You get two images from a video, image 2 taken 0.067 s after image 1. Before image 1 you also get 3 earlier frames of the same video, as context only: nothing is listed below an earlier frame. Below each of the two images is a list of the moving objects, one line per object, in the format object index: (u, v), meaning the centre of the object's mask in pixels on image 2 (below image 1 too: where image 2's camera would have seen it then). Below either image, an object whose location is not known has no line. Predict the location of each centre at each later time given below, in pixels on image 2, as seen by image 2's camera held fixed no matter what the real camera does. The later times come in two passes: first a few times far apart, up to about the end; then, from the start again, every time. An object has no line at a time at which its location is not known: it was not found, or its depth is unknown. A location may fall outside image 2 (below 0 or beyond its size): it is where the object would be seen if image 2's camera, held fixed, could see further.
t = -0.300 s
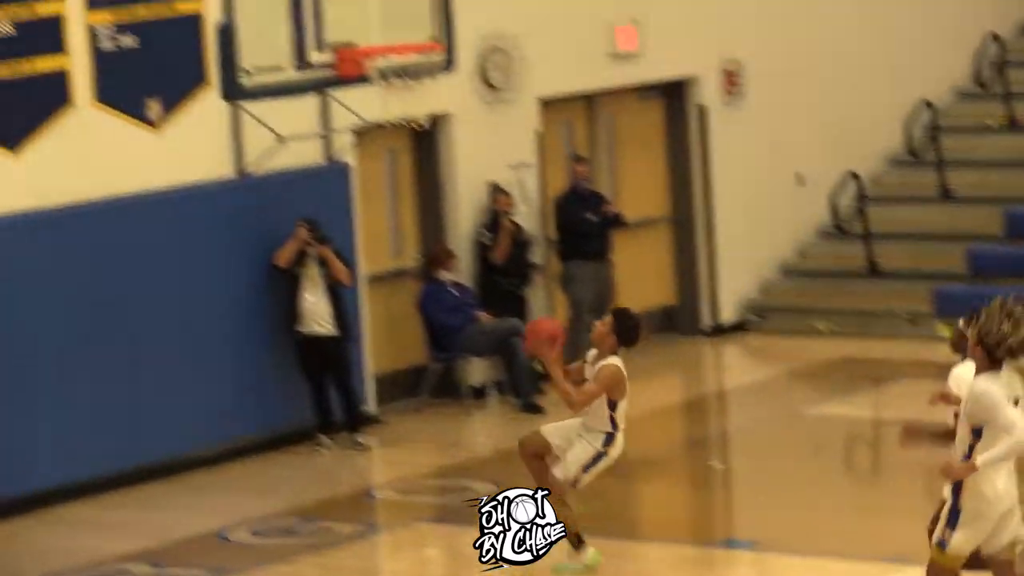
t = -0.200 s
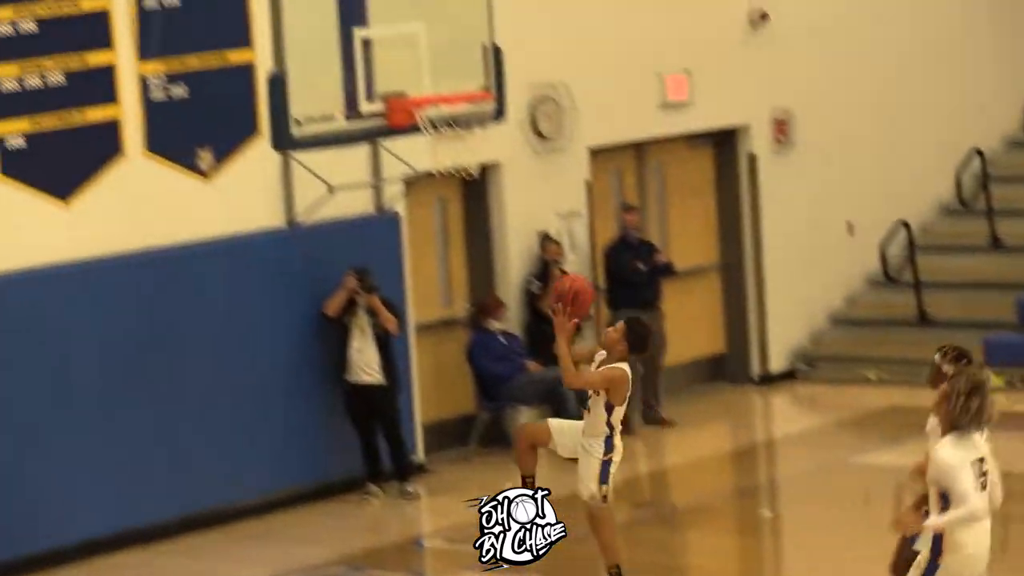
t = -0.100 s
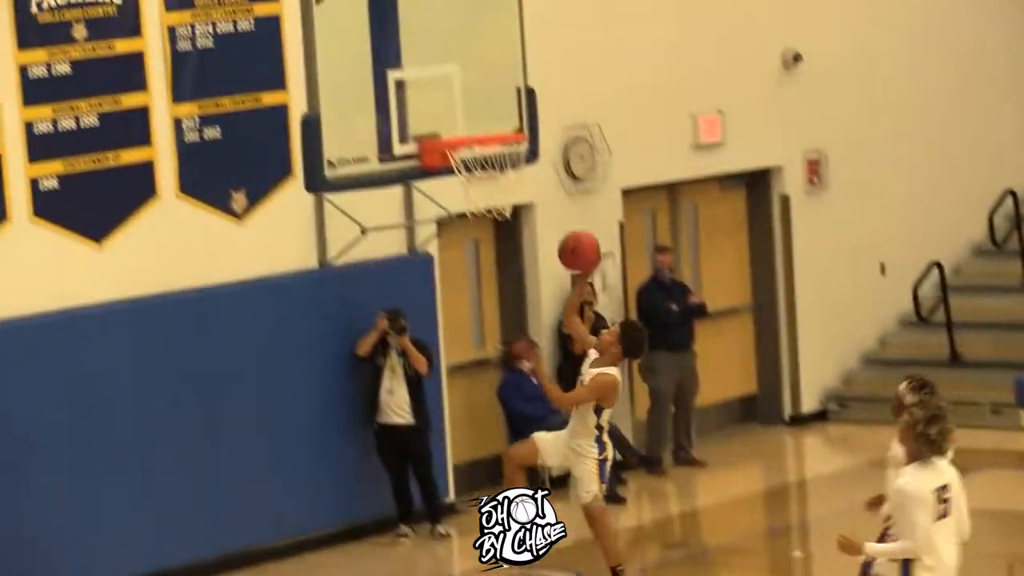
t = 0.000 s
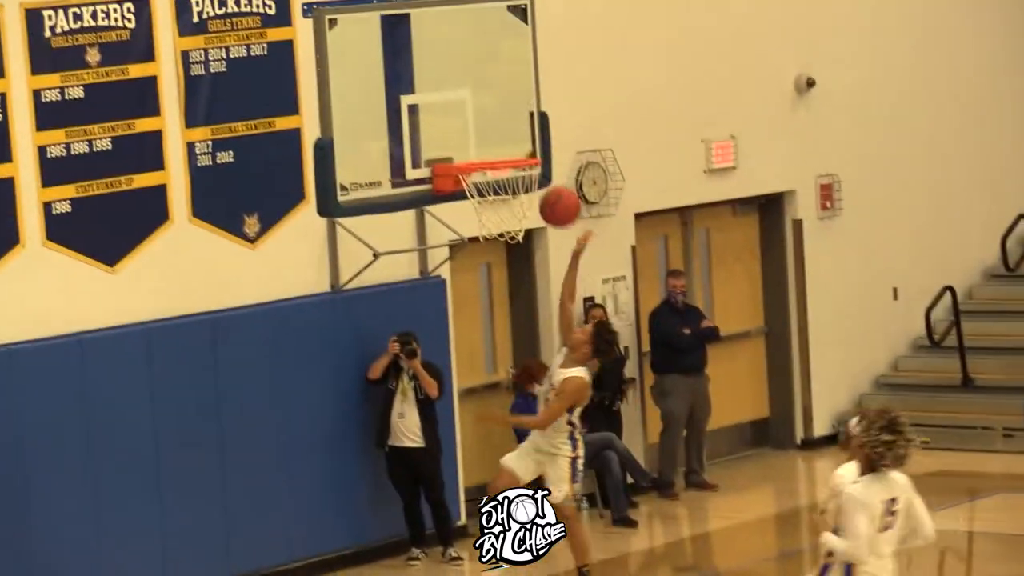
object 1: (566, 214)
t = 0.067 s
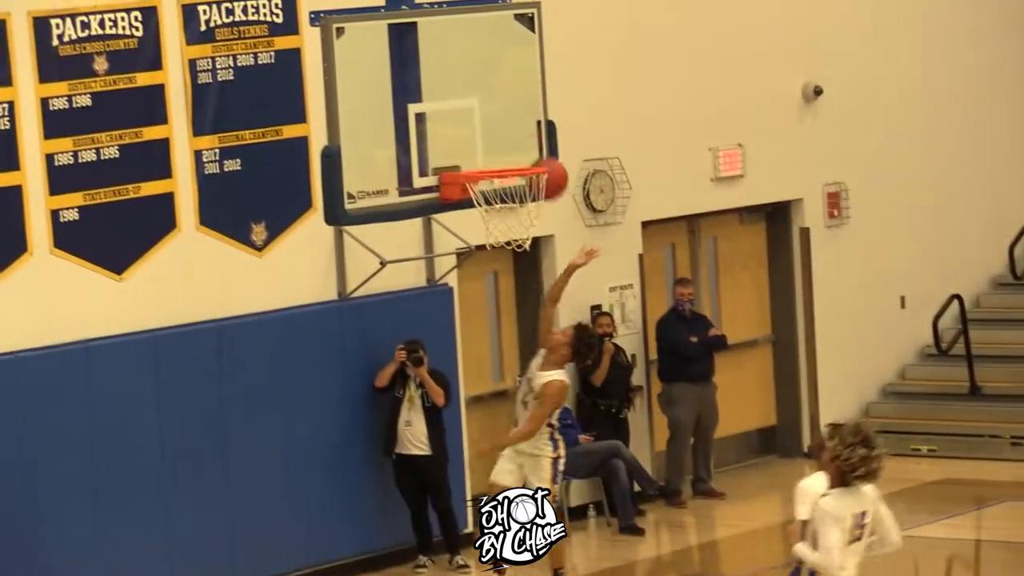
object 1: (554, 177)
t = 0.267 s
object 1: (489, 116)
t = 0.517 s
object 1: (502, 147)
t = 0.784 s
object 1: (520, 272)
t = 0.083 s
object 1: (546, 167)
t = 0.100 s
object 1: (538, 158)
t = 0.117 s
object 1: (532, 153)
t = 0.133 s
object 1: (527, 149)
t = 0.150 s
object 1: (521, 144)
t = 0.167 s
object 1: (517, 138)
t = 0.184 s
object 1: (512, 134)
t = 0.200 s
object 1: (508, 129)
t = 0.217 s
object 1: (503, 125)
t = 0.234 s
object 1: (498, 122)
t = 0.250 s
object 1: (493, 118)
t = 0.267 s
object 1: (489, 116)
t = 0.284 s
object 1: (489, 115)
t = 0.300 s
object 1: (489, 114)
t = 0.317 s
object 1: (490, 114)
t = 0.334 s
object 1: (491, 114)
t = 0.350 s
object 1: (492, 114)
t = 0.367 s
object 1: (493, 115)
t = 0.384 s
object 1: (494, 117)
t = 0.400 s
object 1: (495, 119)
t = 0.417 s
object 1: (496, 122)
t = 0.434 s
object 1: (497, 125)
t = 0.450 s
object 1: (498, 128)
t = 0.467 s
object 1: (499, 132)
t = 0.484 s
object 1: (500, 136)
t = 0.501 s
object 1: (501, 141)
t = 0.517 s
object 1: (502, 147)
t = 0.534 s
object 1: (503, 152)
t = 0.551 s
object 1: (504, 156)
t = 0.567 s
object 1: (505, 160)
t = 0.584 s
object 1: (505, 173)
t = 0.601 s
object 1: (506, 183)
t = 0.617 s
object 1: (509, 193)
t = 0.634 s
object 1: (510, 198)
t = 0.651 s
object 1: (511, 208)
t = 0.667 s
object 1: (512, 217)
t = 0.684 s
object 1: (514, 227)
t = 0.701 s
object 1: (516, 232)
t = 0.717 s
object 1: (517, 240)
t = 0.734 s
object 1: (518, 248)
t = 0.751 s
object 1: (518, 256)
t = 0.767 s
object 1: (519, 263)
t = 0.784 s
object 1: (520, 272)
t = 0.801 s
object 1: (521, 281)
